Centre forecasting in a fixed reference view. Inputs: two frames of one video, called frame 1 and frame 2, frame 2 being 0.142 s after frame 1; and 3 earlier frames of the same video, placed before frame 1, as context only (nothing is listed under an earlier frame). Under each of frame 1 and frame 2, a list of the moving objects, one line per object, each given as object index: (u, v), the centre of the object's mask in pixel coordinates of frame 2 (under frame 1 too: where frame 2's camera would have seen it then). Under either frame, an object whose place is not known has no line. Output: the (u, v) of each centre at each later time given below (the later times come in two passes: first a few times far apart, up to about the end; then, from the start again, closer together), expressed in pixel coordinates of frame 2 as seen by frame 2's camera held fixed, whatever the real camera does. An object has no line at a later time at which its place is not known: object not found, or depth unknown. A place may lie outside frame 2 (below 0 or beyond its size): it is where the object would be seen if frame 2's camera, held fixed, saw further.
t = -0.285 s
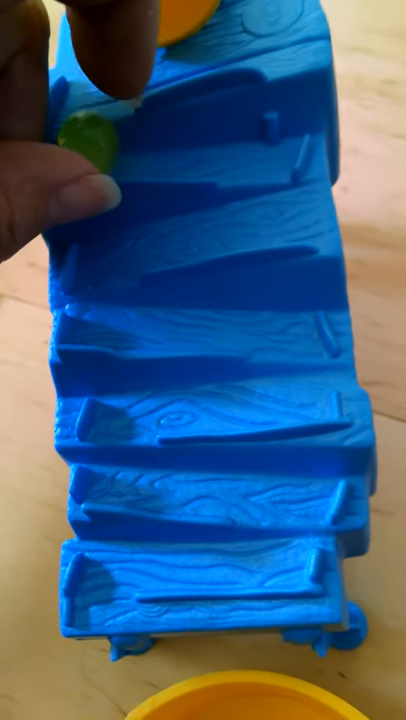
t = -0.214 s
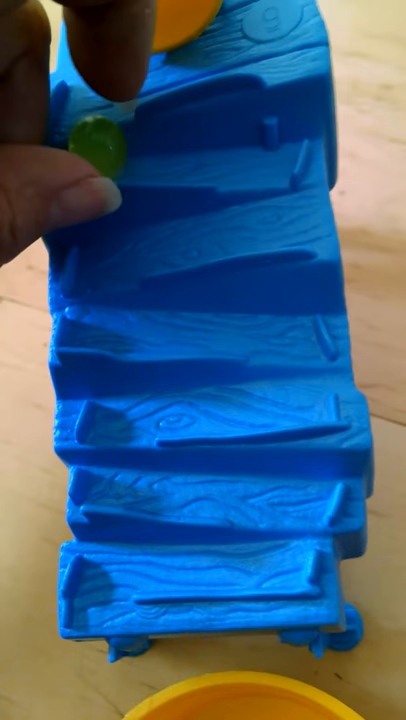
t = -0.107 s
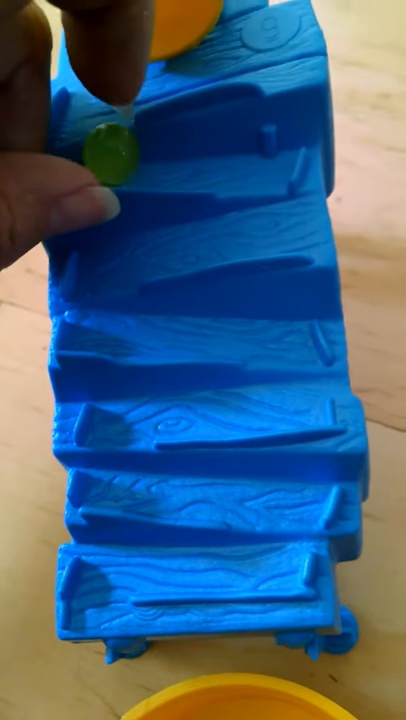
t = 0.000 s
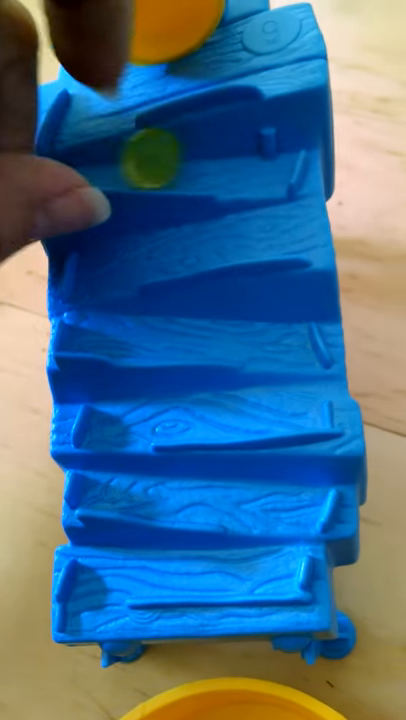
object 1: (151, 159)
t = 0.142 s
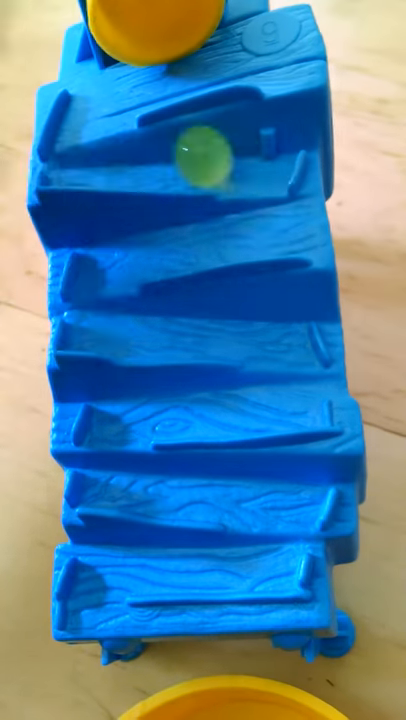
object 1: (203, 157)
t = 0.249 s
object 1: (246, 157)
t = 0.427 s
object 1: (257, 169)
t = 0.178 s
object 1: (215, 157)
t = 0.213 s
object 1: (230, 158)
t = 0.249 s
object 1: (246, 157)
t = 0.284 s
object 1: (258, 158)
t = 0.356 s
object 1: (263, 165)
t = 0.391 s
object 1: (260, 167)
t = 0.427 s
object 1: (257, 169)
